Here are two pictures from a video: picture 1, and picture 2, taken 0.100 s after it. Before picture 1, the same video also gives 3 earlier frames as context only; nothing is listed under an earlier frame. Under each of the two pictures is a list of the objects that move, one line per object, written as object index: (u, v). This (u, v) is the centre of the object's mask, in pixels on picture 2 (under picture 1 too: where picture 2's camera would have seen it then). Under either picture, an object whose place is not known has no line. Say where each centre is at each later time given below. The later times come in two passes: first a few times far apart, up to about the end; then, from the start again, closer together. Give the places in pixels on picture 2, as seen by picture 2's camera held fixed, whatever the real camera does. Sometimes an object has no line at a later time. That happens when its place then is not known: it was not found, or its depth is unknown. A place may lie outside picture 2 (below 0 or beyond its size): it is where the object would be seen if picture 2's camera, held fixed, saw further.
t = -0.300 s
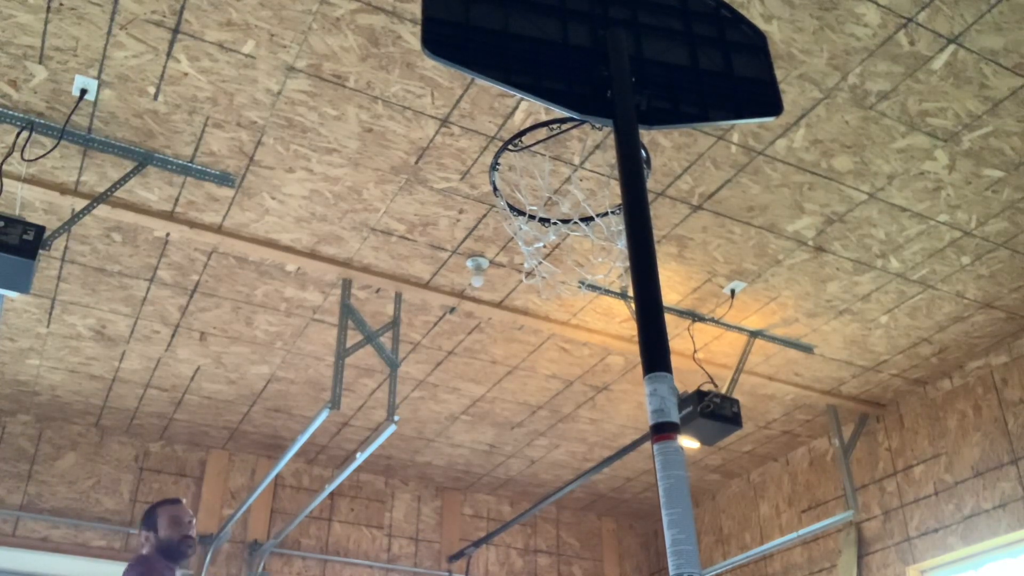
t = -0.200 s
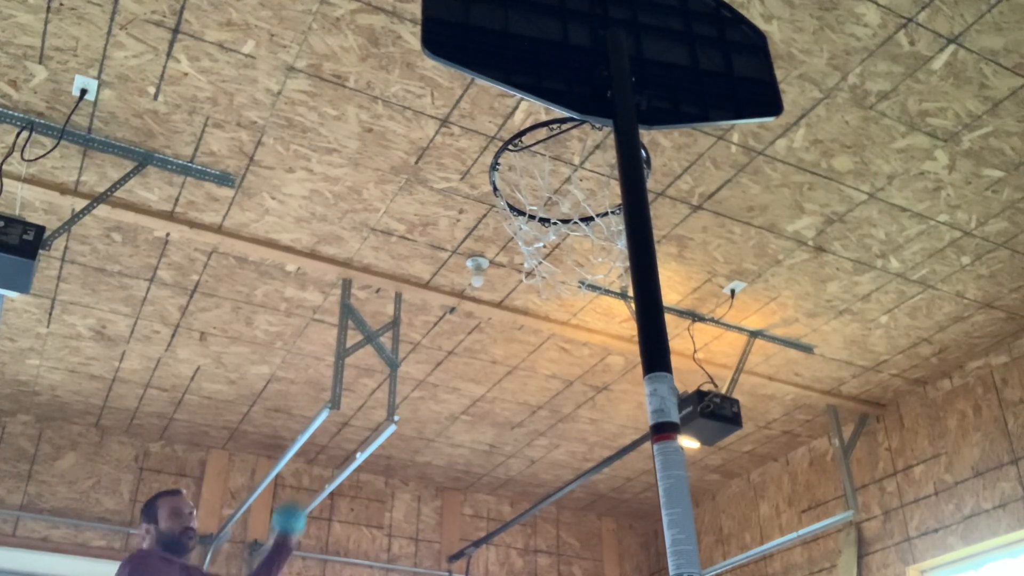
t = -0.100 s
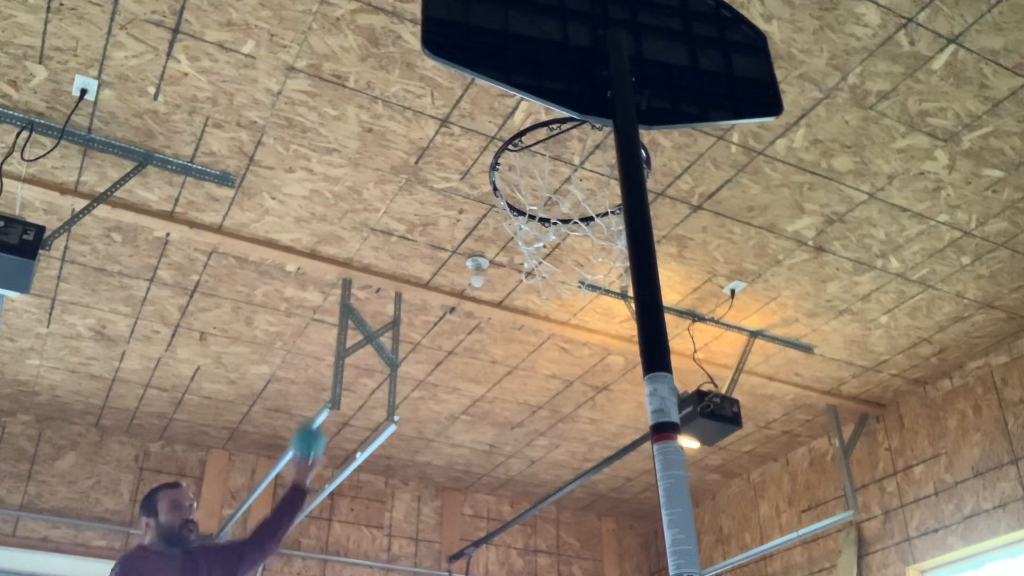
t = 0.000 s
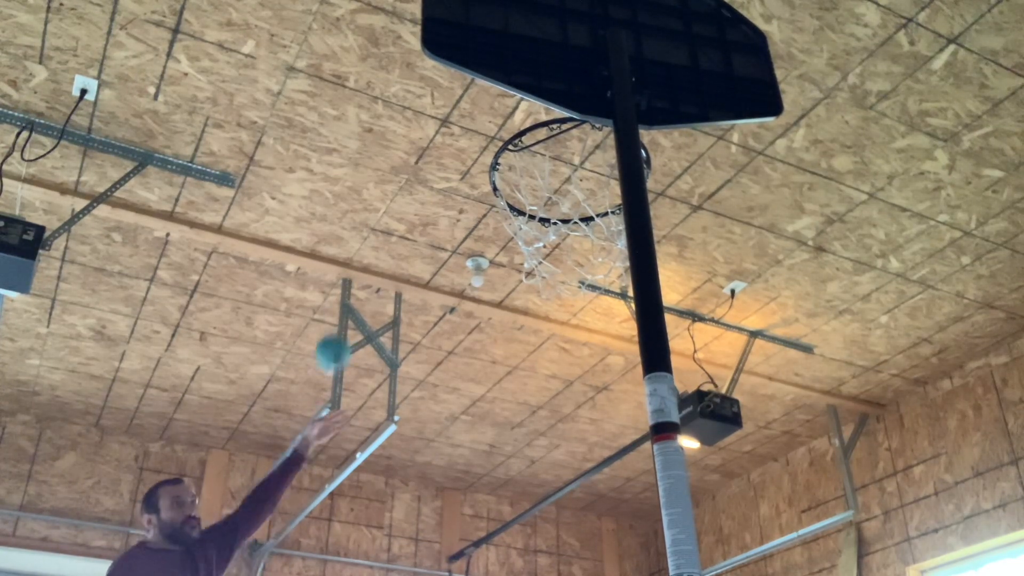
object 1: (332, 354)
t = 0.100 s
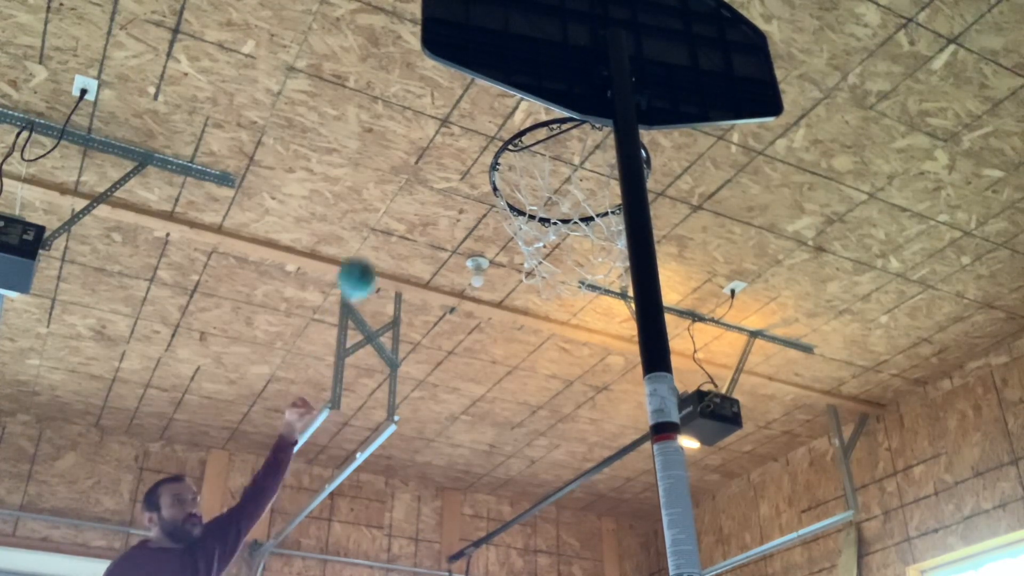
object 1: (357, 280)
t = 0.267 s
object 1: (401, 187)
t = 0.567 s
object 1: (517, 154)
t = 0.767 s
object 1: (778, 514)
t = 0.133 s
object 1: (365, 258)
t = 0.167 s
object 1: (374, 238)
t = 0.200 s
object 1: (383, 219)
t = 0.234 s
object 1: (391, 202)
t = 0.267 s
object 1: (401, 187)
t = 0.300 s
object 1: (411, 174)
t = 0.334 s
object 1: (421, 162)
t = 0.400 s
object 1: (446, 146)
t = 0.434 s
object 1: (460, 141)
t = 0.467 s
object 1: (474, 139)
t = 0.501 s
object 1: (487, 139)
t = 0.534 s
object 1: (501, 143)
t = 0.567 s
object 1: (517, 154)
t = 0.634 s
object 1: (561, 198)
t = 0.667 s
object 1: (596, 240)
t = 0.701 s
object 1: (635, 297)
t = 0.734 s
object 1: (696, 391)
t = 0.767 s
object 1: (778, 514)
